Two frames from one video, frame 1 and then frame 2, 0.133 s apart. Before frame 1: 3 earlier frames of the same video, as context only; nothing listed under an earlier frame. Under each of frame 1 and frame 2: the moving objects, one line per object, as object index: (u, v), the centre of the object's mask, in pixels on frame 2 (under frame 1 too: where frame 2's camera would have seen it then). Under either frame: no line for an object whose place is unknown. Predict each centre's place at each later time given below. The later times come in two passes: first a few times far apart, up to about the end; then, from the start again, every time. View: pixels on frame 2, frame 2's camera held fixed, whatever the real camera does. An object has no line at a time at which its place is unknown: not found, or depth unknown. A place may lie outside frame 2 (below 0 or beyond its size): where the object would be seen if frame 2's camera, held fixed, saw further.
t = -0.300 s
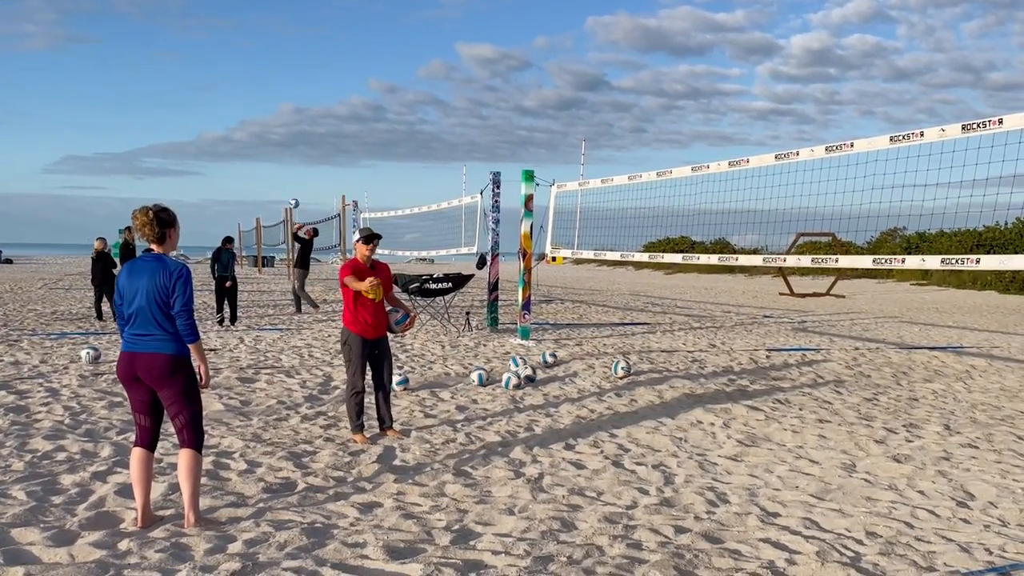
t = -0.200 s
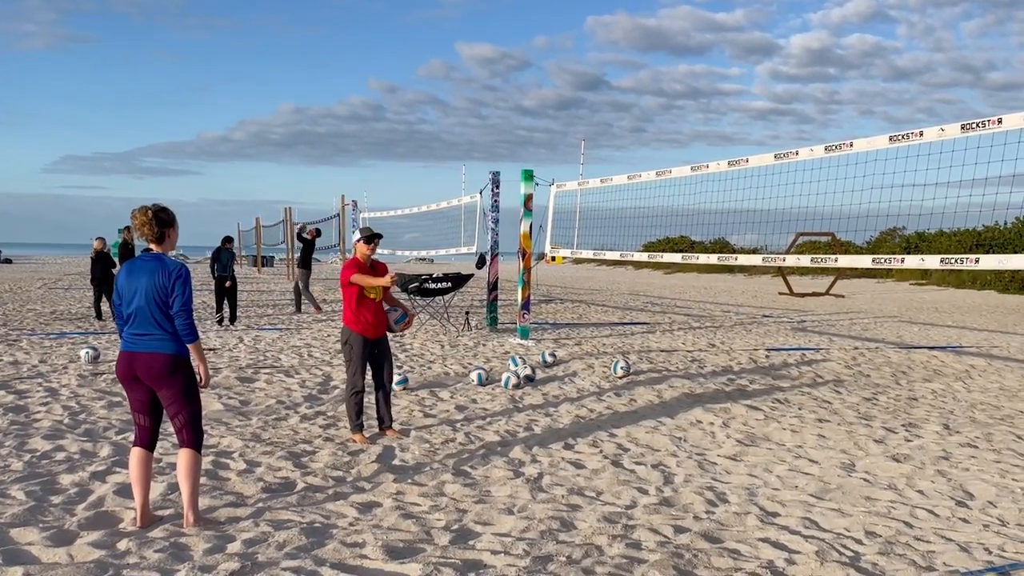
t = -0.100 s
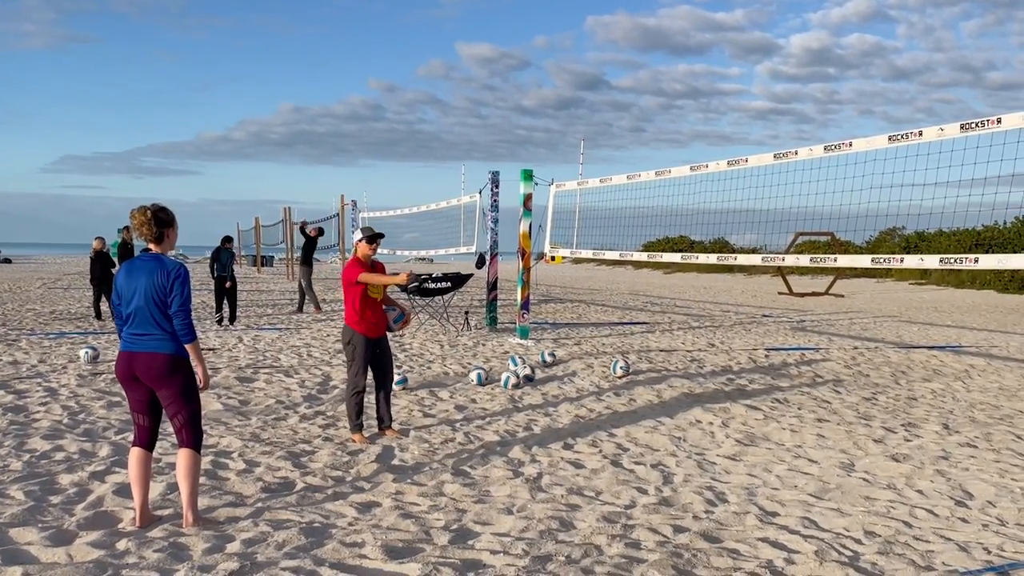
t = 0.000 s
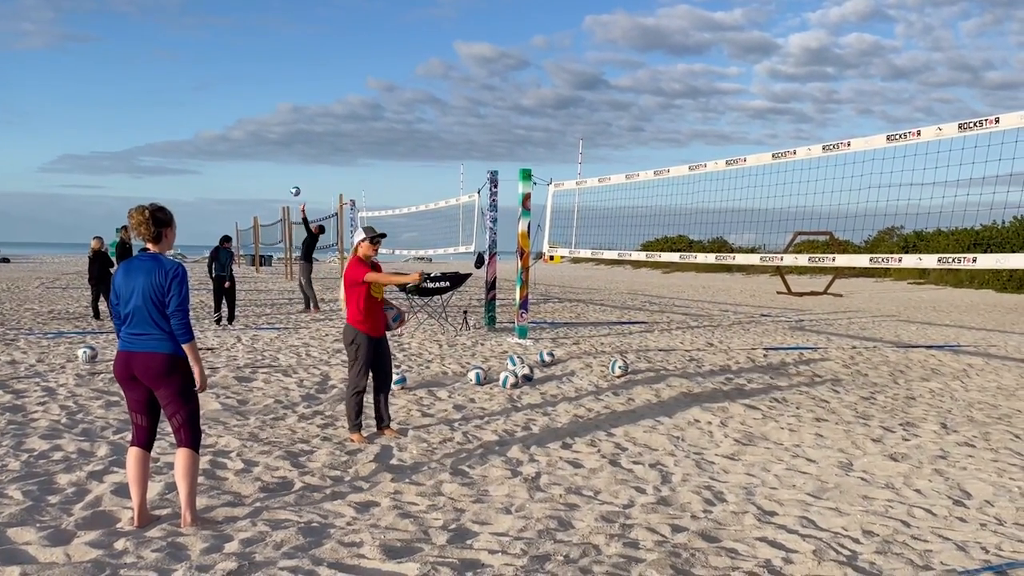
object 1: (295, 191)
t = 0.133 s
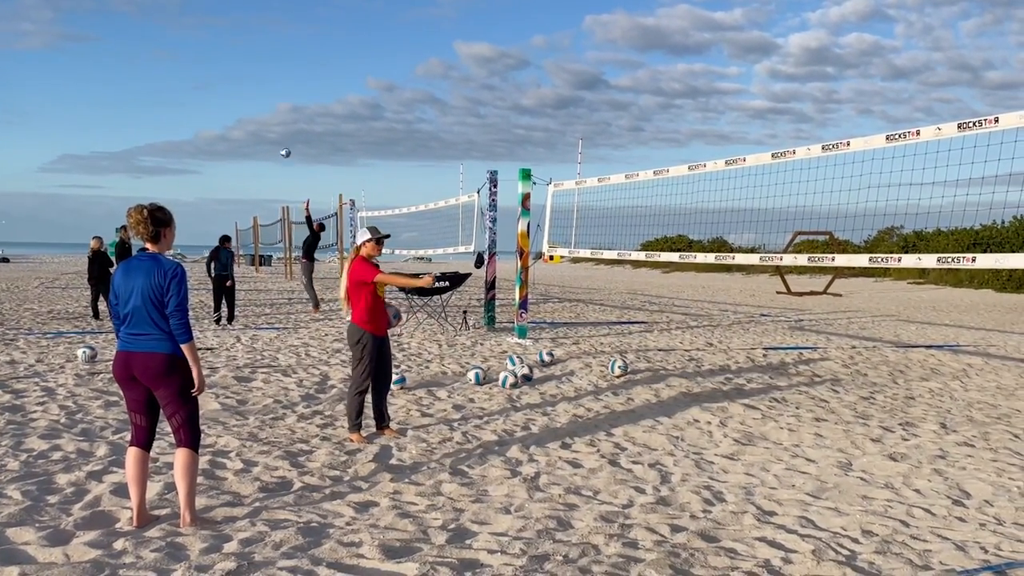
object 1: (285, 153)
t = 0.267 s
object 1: (276, 123)
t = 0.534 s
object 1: (258, 92)
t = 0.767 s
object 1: (243, 92)
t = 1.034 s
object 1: (226, 123)
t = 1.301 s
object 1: (212, 185)
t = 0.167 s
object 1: (282, 145)
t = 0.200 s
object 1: (280, 137)
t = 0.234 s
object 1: (278, 130)
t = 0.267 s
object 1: (276, 123)
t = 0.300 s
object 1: (274, 117)
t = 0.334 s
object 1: (271, 112)
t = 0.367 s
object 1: (269, 107)
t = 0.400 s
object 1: (267, 103)
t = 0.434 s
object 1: (265, 99)
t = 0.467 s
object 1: (263, 96)
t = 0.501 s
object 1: (260, 94)
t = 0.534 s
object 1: (258, 92)
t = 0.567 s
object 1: (256, 90)
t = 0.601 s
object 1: (254, 89)
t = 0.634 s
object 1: (251, 89)
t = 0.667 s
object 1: (249, 89)
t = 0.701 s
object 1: (247, 89)
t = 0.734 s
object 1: (245, 90)
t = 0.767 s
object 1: (243, 92)
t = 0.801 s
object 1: (241, 94)
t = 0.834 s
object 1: (238, 97)
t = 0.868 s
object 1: (236, 100)
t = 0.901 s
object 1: (234, 103)
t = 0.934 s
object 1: (232, 108)
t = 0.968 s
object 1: (230, 112)
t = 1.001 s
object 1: (228, 117)
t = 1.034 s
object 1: (226, 123)
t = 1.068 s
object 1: (224, 129)
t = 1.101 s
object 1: (222, 136)
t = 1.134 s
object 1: (221, 143)
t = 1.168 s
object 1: (219, 150)
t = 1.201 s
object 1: (217, 158)
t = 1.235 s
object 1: (215, 167)
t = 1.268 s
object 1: (213, 176)
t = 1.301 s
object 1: (212, 185)
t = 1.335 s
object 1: (210, 195)
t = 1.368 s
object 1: (208, 205)
